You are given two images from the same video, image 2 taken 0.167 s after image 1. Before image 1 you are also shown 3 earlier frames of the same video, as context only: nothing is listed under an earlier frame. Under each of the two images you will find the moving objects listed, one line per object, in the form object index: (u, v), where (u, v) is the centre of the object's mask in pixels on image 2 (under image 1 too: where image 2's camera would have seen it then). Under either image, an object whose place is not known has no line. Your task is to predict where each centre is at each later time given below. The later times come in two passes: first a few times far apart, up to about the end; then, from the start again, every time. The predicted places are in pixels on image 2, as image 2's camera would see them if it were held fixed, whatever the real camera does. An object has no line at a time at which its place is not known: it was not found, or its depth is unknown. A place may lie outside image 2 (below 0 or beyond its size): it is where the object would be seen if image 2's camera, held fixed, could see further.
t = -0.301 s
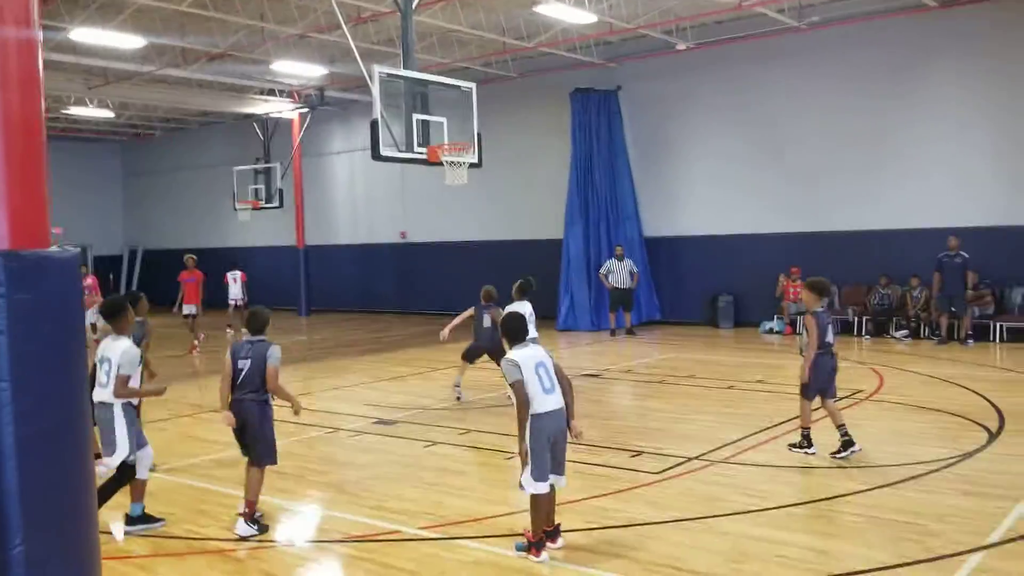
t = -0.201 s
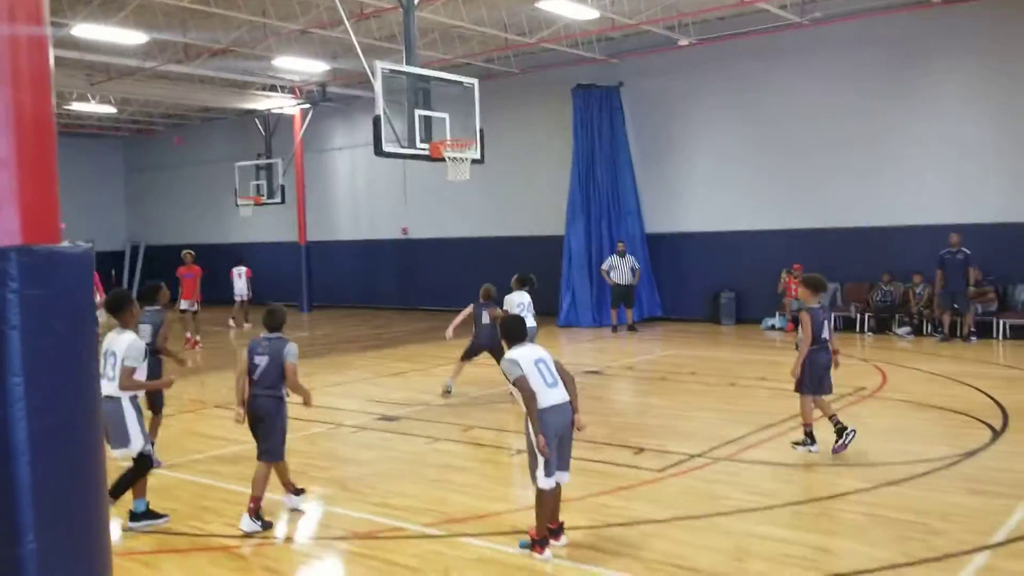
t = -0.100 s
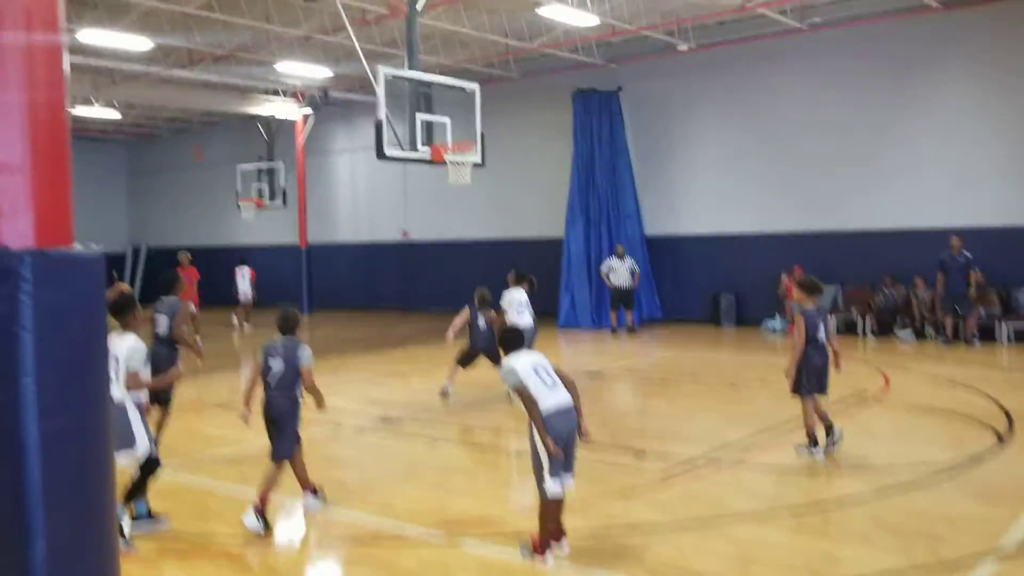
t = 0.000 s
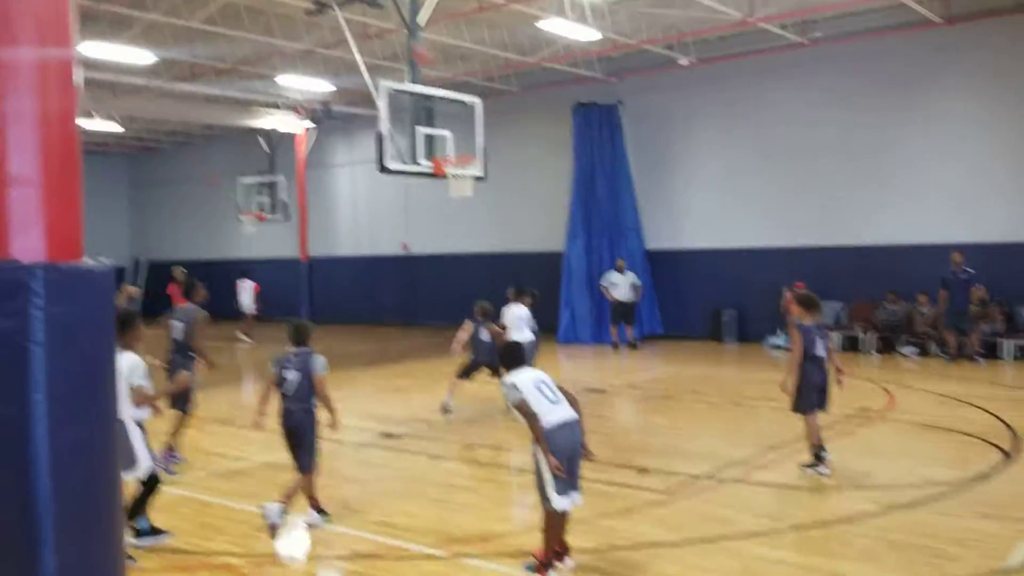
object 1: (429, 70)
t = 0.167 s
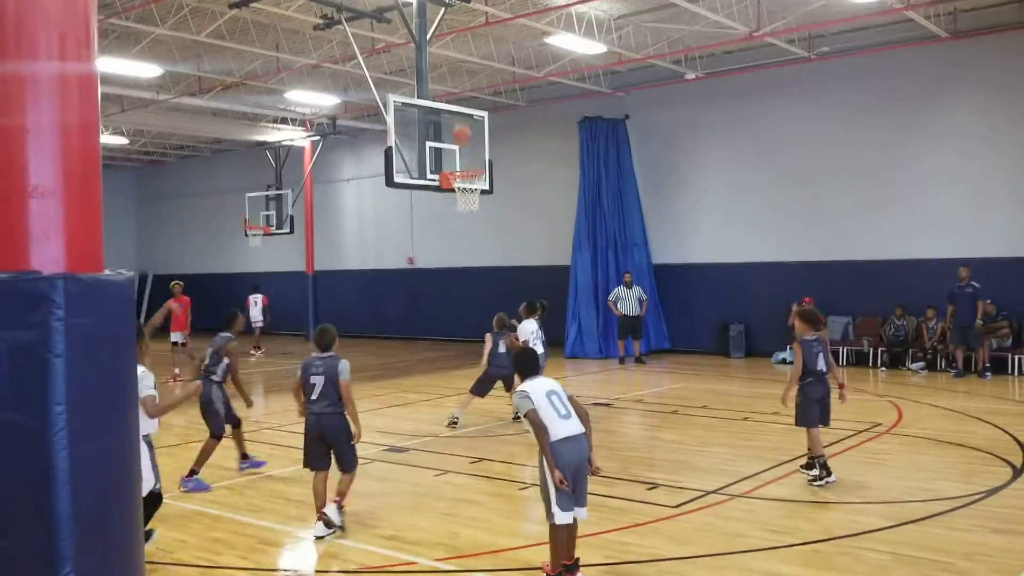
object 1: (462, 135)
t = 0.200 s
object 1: (468, 148)
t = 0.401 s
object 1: (455, 200)
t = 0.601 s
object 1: (444, 200)
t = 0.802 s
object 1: (440, 229)
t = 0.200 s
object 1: (468, 148)
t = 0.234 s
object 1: (474, 164)
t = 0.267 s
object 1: (474, 179)
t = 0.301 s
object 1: (467, 186)
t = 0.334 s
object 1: (461, 193)
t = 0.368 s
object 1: (458, 201)
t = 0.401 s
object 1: (455, 200)
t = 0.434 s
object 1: (453, 198)
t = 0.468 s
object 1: (451, 198)
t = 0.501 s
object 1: (448, 198)
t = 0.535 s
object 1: (447, 197)
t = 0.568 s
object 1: (445, 199)
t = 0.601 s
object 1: (444, 200)
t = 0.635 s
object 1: (443, 202)
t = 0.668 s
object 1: (442, 205)
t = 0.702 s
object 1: (442, 209)
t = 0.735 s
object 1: (442, 216)
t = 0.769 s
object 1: (441, 222)
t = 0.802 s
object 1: (440, 229)
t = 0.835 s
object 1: (439, 238)
